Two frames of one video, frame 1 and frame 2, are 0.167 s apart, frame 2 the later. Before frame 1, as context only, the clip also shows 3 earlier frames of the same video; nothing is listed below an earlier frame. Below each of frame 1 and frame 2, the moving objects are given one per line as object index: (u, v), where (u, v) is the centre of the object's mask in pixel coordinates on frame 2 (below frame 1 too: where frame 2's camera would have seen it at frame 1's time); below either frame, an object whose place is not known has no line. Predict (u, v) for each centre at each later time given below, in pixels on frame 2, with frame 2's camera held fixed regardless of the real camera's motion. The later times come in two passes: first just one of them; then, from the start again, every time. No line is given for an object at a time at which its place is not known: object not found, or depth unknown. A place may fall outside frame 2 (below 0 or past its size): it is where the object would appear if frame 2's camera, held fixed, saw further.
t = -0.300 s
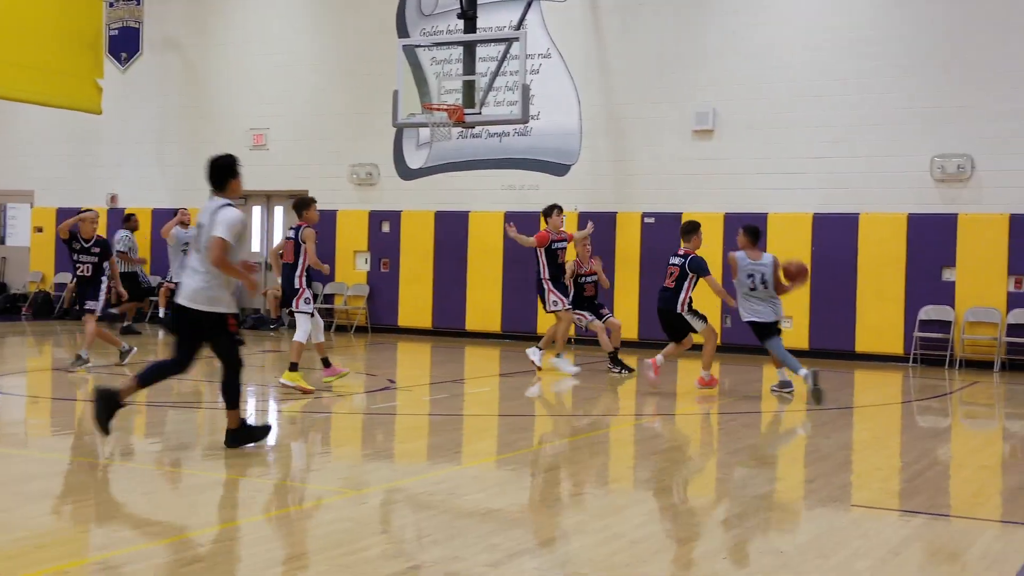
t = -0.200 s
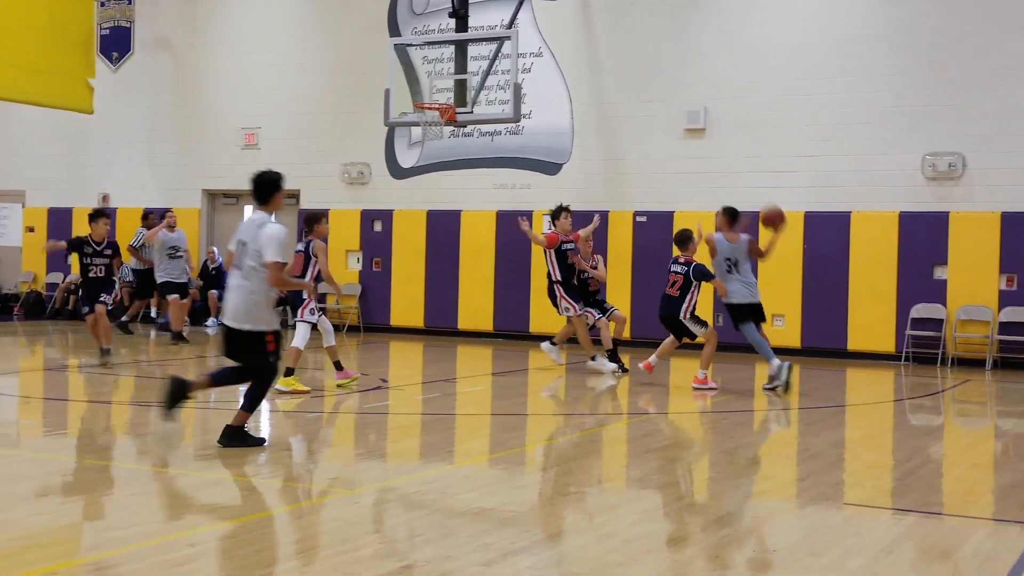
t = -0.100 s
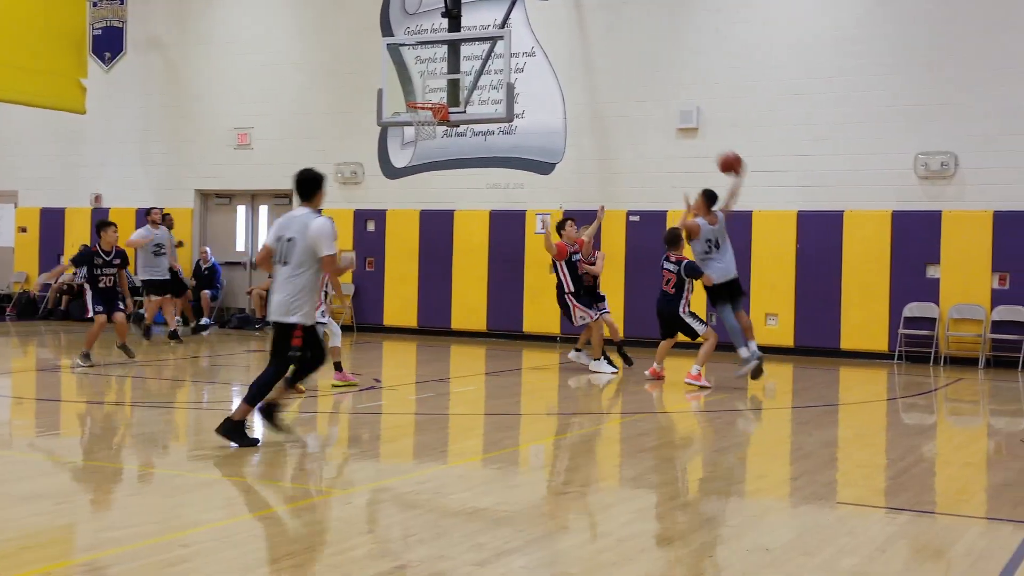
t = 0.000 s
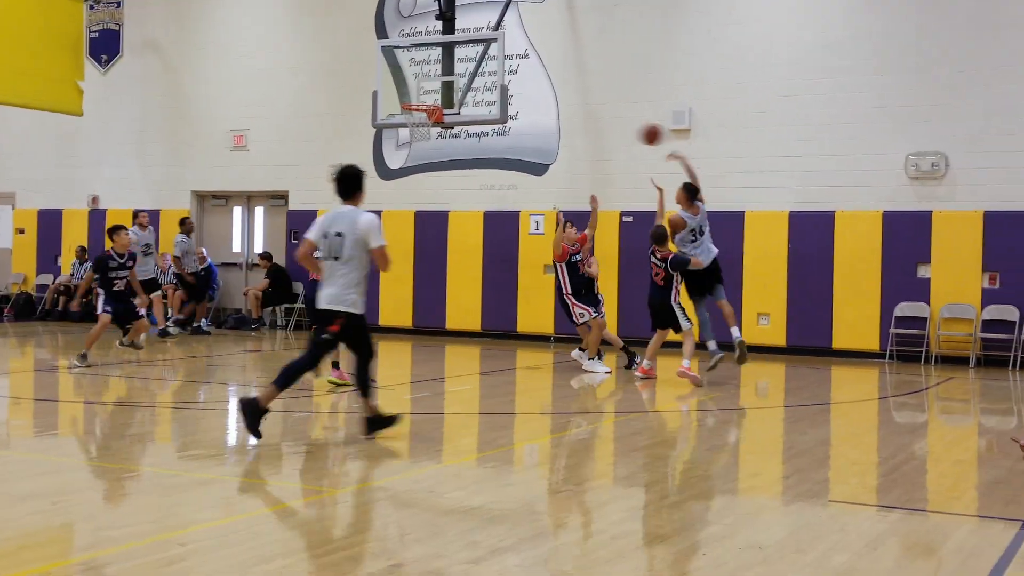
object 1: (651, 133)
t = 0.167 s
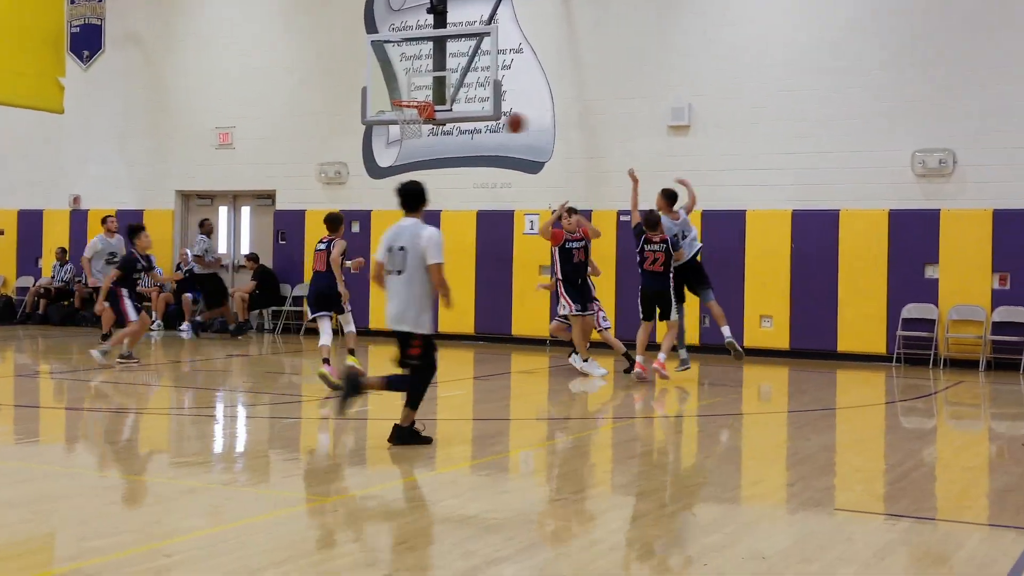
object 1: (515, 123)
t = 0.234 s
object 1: (464, 124)
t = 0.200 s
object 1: (489, 122)
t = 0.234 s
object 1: (464, 124)
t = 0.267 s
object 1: (442, 125)
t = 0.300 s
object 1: (418, 128)
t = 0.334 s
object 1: (394, 131)
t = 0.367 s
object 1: (372, 137)
